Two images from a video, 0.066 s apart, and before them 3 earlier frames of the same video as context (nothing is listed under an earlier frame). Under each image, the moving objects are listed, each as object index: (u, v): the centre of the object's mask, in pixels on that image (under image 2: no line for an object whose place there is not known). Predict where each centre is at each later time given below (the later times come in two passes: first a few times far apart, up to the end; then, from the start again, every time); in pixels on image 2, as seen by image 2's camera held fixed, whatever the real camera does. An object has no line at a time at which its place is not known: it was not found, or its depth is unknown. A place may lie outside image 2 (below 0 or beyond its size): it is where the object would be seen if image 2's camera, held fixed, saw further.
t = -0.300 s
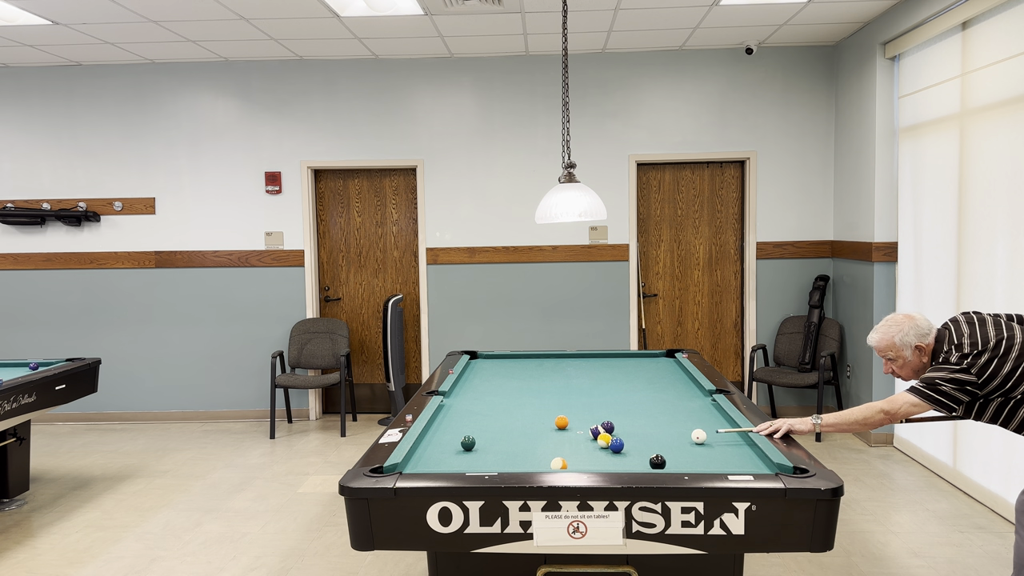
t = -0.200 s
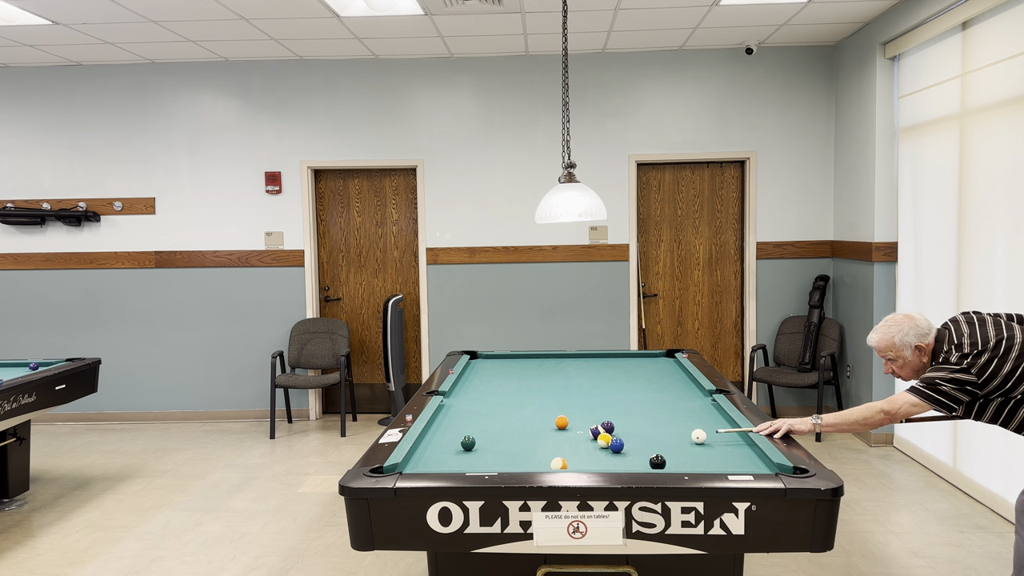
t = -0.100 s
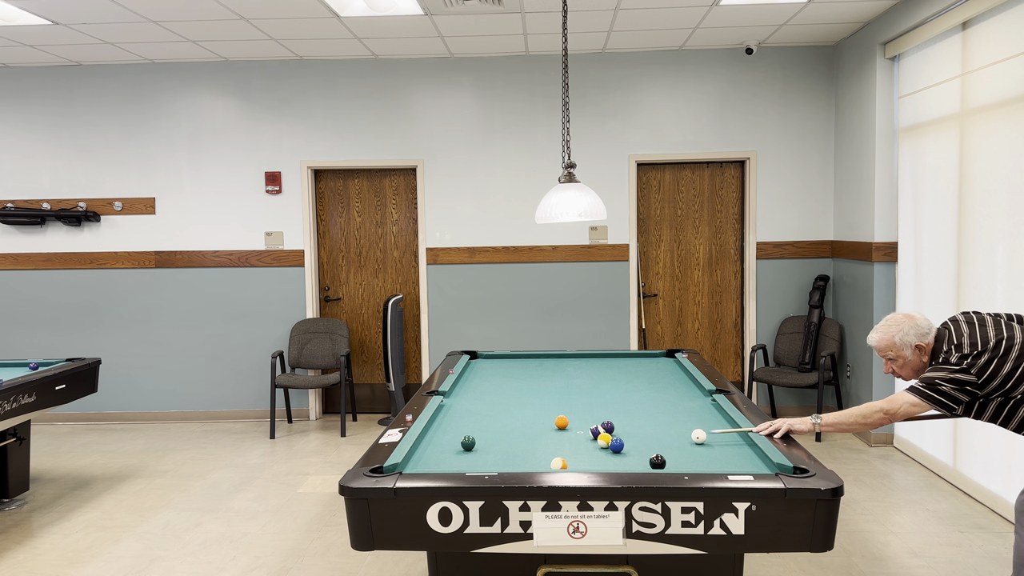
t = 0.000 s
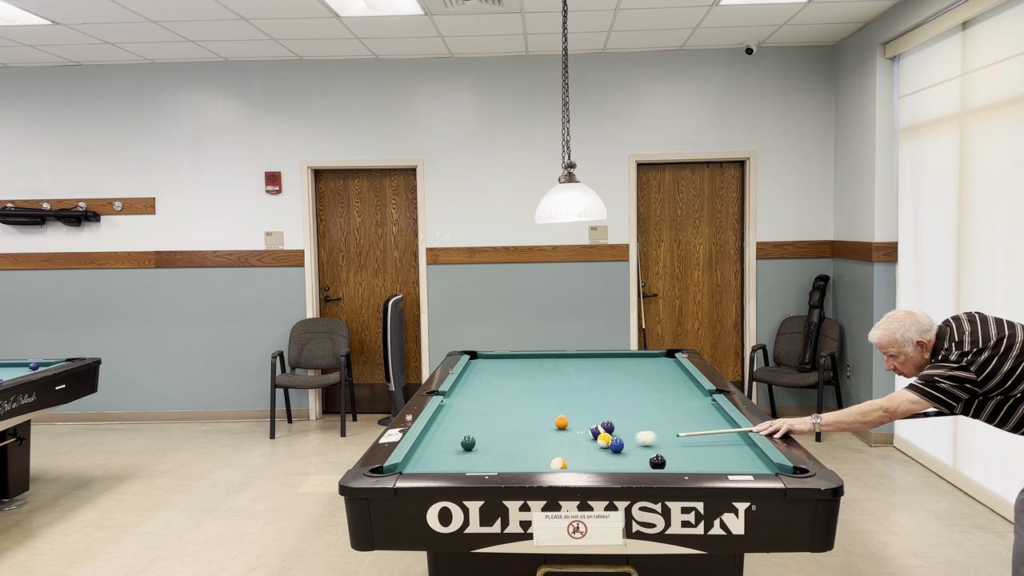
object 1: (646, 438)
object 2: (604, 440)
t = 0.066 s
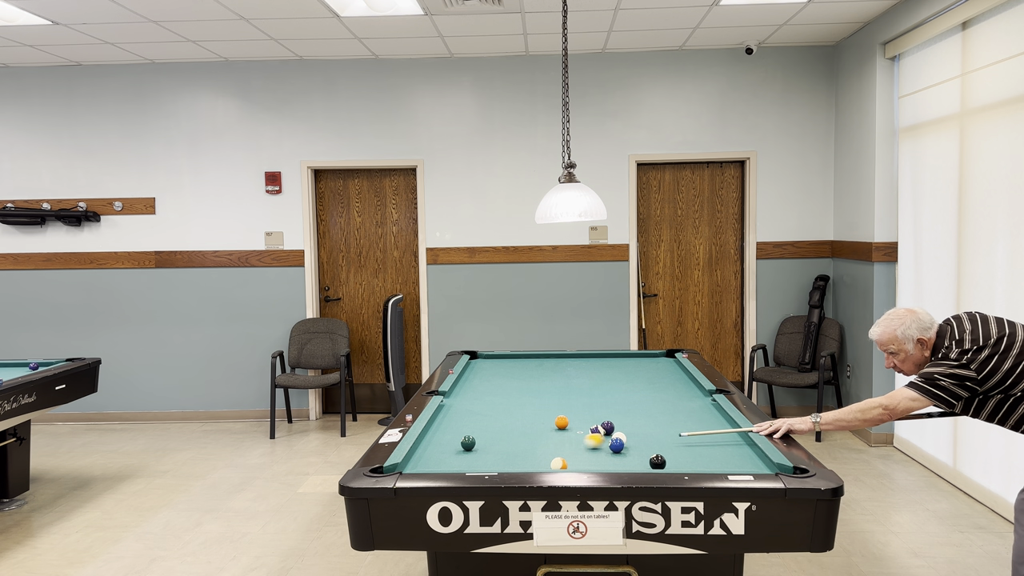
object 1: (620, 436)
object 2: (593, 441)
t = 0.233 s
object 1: (605, 438)
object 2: (512, 446)
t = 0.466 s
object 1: (574, 439)
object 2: (418, 452)
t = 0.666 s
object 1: (548, 439)
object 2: (455, 455)
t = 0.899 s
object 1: (519, 439)
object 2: (496, 458)
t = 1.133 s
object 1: (491, 439)
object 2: (537, 461)
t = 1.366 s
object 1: (464, 435)
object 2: (560, 460)
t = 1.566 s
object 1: (446, 437)
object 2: (576, 456)
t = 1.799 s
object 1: (426, 436)
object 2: (595, 453)
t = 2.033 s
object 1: (435, 435)
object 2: (611, 454)
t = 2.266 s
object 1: (446, 434)
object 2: (625, 453)
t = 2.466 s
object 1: (454, 433)
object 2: (636, 452)
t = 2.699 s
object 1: (462, 432)
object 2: (648, 450)
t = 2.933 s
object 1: (470, 432)
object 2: (659, 449)
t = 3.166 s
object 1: (476, 432)
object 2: (668, 449)
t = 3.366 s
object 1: (480, 432)
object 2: (675, 448)
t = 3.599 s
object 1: (484, 431)
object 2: (682, 448)
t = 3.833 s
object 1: (487, 431)
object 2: (688, 447)
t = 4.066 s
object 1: (488, 431)
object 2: (693, 447)
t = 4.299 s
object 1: (489, 431)
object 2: (696, 446)
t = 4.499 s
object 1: (489, 431)
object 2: (697, 446)
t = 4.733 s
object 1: (489, 431)
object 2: (698, 447)
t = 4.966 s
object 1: (489, 431)
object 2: (698, 447)
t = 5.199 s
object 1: (489, 431)
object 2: (698, 447)
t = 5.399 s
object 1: (489, 431)
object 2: (698, 447)
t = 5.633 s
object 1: (489, 431)
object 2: (698, 447)
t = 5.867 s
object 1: (489, 431)
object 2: (698, 447)
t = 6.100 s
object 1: (489, 431)
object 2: (698, 447)
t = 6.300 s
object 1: (489, 431)
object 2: (698, 447)
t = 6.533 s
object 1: (489, 431)
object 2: (698, 447)
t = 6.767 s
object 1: (489, 431)
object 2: (698, 447)
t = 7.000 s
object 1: (489, 431)
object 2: (698, 447)
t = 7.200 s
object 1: (489, 431)
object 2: (698, 447)
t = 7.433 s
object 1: (489, 431)
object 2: (698, 447)
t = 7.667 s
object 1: (489, 431)
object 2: (698, 447)
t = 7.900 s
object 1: (489, 431)
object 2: (698, 447)
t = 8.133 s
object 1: (489, 431)
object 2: (698, 447)
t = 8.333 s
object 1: (489, 431)
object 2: (698, 447)
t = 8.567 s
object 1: (489, 431)
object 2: (698, 447)
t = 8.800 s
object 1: (489, 431)
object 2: (698, 447)
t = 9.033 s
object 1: (489, 431)
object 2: (698, 447)
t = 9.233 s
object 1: (489, 431)
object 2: (698, 447)
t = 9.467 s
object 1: (489, 431)
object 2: (698, 447)
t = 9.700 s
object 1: (489, 431)
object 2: (698, 447)
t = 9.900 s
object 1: (489, 431)
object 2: (698, 447)
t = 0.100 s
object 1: (619, 436)
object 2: (576, 442)
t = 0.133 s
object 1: (616, 436)
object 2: (559, 443)
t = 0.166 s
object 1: (613, 436)
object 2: (543, 444)
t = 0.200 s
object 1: (609, 437)
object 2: (528, 444)
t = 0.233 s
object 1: (605, 438)
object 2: (512, 446)
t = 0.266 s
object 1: (602, 439)
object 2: (497, 447)
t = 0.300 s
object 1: (597, 438)
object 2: (483, 447)
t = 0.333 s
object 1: (592, 439)
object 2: (470, 448)
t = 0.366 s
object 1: (588, 438)
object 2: (457, 449)
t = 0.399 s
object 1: (583, 439)
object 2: (444, 450)
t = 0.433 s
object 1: (579, 438)
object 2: (431, 451)
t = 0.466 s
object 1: (574, 439)
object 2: (418, 452)
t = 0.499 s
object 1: (570, 439)
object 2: (418, 453)
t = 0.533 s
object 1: (565, 439)
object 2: (427, 453)
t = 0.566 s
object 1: (561, 439)
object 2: (434, 454)
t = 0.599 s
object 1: (557, 439)
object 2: (442, 454)
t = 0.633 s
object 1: (552, 439)
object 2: (449, 455)
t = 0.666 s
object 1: (548, 439)
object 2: (455, 455)
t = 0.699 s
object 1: (544, 439)
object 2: (461, 455)
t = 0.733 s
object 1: (540, 439)
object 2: (466, 456)
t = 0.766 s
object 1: (535, 439)
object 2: (472, 456)
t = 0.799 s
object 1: (531, 439)
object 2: (478, 457)
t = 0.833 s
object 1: (527, 439)
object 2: (484, 457)
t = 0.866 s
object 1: (523, 439)
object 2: (490, 458)
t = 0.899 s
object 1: (519, 439)
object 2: (496, 458)
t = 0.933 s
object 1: (514, 439)
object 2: (501, 458)
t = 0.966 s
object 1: (510, 439)
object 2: (507, 459)
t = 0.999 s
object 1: (506, 439)
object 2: (513, 459)
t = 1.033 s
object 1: (502, 439)
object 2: (519, 460)
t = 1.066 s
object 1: (498, 439)
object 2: (525, 460)
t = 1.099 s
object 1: (494, 439)
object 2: (531, 461)
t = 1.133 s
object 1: (491, 439)
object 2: (537, 461)
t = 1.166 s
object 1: (487, 439)
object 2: (542, 461)
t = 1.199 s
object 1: (483, 439)
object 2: (546, 461)
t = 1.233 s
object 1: (480, 439)
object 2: (549, 461)
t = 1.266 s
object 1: (478, 438)
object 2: (552, 460)
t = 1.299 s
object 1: (475, 437)
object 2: (555, 460)
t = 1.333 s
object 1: (470, 435)
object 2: (558, 460)
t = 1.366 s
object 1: (464, 435)
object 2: (560, 460)
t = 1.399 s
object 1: (460, 436)
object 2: (563, 459)
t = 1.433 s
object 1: (457, 437)
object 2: (565, 459)
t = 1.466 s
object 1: (455, 437)
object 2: (568, 458)
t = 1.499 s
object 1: (452, 438)
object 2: (571, 458)
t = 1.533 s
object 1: (449, 437)
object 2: (573, 457)
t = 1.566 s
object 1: (446, 437)
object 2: (576, 456)
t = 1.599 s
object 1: (443, 437)
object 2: (579, 456)
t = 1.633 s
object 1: (441, 437)
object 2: (581, 455)
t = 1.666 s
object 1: (438, 437)
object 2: (584, 455)
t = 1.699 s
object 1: (435, 437)
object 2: (587, 454)
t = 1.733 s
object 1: (432, 437)
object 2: (589, 454)
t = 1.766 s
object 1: (429, 436)
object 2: (592, 454)
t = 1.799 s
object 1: (426, 436)
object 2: (595, 453)
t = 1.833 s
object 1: (425, 436)
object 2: (598, 453)
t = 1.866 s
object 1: (427, 436)
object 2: (600, 453)
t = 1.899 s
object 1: (428, 436)
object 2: (603, 454)
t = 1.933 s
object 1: (430, 436)
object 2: (605, 454)
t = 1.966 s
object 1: (432, 436)
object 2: (607, 454)
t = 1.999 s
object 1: (434, 435)
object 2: (609, 454)
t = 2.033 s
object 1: (435, 435)
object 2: (611, 454)
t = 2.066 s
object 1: (437, 435)
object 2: (613, 454)
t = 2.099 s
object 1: (438, 435)
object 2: (615, 454)
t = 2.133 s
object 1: (440, 435)
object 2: (617, 454)
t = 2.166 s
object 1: (441, 435)
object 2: (620, 453)
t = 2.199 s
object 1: (443, 434)
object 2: (622, 453)
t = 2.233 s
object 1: (444, 434)
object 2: (624, 453)
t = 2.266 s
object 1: (446, 434)
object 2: (625, 453)
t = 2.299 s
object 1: (447, 434)
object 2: (627, 453)
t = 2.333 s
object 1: (448, 434)
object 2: (629, 453)
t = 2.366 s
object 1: (450, 434)
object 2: (631, 453)
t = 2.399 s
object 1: (451, 433)
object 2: (633, 452)
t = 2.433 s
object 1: (452, 433)
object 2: (634, 452)
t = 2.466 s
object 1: (454, 433)
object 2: (636, 452)
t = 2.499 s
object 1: (455, 433)
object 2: (638, 452)
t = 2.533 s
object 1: (456, 433)
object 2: (640, 451)
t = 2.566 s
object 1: (457, 433)
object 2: (642, 451)
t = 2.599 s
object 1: (459, 433)
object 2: (643, 451)
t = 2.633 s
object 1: (460, 432)
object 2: (645, 451)
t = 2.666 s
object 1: (461, 432)
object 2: (646, 451)
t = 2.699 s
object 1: (462, 432)
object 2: (648, 450)
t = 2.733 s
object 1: (464, 432)
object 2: (649, 450)
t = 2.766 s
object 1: (465, 432)
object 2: (651, 450)
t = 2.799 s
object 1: (466, 432)
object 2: (653, 449)
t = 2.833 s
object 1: (467, 432)
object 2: (654, 449)
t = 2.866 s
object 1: (468, 432)
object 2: (656, 449)
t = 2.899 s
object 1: (469, 432)
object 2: (657, 449)
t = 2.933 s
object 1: (470, 432)
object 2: (659, 449)
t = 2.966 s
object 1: (471, 432)
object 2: (660, 449)
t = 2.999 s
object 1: (472, 432)
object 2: (662, 449)
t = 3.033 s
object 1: (472, 432)
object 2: (663, 449)
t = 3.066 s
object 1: (473, 432)
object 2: (664, 449)
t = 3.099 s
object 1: (474, 432)
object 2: (666, 449)
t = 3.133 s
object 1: (475, 432)
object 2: (667, 449)
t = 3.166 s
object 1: (476, 432)
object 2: (668, 449)
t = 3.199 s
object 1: (477, 432)
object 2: (670, 449)
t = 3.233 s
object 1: (477, 432)
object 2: (671, 449)
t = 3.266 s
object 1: (478, 432)
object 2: (672, 449)
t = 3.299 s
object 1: (479, 432)
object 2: (673, 448)
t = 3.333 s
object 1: (480, 432)
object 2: (674, 448)
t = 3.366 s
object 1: (480, 432)
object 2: (675, 448)
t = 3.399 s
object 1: (481, 431)
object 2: (676, 448)
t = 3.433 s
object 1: (481, 431)
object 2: (677, 448)
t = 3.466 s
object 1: (482, 431)
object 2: (678, 448)
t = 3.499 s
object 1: (483, 431)
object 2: (679, 448)
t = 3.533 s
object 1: (483, 431)
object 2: (680, 448)
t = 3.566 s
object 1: (484, 431)
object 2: (681, 448)
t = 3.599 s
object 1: (484, 431)
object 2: (682, 448)
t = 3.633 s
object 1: (485, 431)
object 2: (683, 448)
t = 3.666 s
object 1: (485, 431)
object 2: (684, 447)
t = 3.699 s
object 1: (486, 431)
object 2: (685, 447)
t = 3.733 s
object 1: (486, 431)
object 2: (686, 447)
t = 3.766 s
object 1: (486, 431)
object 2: (686, 447)
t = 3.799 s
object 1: (487, 431)
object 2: (687, 447)
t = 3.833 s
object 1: (487, 431)
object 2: (688, 447)
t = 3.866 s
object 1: (487, 431)
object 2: (689, 447)
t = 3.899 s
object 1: (487, 431)
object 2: (689, 447)
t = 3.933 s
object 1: (488, 431)
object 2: (690, 447)
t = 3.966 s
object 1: (488, 431)
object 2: (691, 447)
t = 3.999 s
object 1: (488, 431)
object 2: (691, 447)
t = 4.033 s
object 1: (488, 431)
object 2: (692, 447)
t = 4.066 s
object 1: (488, 431)
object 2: (693, 447)
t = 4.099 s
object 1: (488, 431)
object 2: (693, 447)
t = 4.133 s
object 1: (489, 431)
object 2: (694, 447)
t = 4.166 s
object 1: (489, 431)
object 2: (694, 446)
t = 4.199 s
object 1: (489, 431)
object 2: (695, 446)
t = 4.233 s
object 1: (489, 431)
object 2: (695, 446)
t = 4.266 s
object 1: (489, 431)
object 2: (695, 446)
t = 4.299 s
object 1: (489, 431)
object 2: (696, 446)
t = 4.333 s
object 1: (489, 431)
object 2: (696, 446)
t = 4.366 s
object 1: (489, 431)
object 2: (696, 446)
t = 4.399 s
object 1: (489, 431)
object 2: (697, 446)
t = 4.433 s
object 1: (489, 431)
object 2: (697, 446)
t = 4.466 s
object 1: (489, 431)
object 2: (697, 446)
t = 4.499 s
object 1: (489, 431)
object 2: (697, 446)
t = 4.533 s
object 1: (489, 431)
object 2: (698, 446)
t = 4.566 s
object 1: (489, 431)
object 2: (698, 446)
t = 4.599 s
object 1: (489, 431)
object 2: (698, 446)
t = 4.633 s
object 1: (489, 431)
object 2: (698, 447)
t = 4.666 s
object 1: (489, 431)
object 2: (698, 447)
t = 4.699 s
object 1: (489, 431)
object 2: (698, 446)
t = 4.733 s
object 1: (489, 431)
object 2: (698, 447)
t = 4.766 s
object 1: (489, 431)
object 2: (698, 447)
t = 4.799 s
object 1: (489, 431)
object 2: (698, 447)
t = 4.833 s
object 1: (489, 431)
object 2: (698, 447)
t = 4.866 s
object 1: (489, 431)
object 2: (698, 447)
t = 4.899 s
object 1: (489, 431)
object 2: (698, 447)
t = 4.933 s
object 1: (489, 431)
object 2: (699, 447)
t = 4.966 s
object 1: (489, 431)
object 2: (698, 447)
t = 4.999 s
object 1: (489, 431)
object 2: (699, 447)
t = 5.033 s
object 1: (489, 431)
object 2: (698, 447)
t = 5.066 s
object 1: (489, 431)
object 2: (698, 447)
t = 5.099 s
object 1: (489, 431)
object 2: (698, 447)
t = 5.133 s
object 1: (489, 431)
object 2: (698, 447)
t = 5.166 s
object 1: (489, 431)
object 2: (698, 447)
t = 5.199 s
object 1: (489, 431)
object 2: (698, 447)
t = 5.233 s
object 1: (489, 431)
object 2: (698, 447)
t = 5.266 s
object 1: (489, 431)
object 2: (698, 447)
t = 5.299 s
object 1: (489, 431)
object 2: (698, 447)
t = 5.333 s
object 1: (489, 431)
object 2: (698, 447)
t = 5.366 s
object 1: (489, 431)
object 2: (698, 447)
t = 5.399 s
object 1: (489, 431)
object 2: (698, 447)
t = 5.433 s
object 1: (489, 431)
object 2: (698, 447)
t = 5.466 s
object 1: (489, 431)
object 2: (698, 447)
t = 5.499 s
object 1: (489, 431)
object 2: (698, 447)
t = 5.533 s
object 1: (489, 431)
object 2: (698, 447)
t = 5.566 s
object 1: (489, 431)
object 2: (698, 447)
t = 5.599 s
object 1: (489, 431)
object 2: (698, 447)
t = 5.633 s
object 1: (489, 431)
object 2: (698, 447)
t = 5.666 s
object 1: (489, 431)
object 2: (698, 447)
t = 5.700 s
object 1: (489, 431)
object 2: (698, 447)
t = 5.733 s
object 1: (489, 431)
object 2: (698, 447)
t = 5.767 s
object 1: (489, 431)
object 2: (698, 447)
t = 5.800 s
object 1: (489, 431)
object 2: (698, 447)
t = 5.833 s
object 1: (489, 431)
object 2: (698, 447)
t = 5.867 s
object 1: (489, 431)
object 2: (698, 447)
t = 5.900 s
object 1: (489, 431)
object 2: (698, 447)
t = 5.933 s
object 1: (489, 431)
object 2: (698, 447)
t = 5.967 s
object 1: (489, 431)
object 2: (698, 447)
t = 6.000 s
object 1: (489, 431)
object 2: (698, 447)
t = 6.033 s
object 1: (489, 431)
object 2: (698, 447)
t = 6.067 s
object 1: (489, 431)
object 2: (698, 447)
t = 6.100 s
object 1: (489, 431)
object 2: (698, 447)
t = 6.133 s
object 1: (489, 431)
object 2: (698, 447)
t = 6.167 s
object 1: (489, 431)
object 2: (698, 447)
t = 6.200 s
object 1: (489, 431)
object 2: (698, 447)
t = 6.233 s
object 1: (489, 431)
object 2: (698, 447)
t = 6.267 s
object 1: (489, 431)
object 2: (698, 447)
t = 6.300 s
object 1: (489, 431)
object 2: (698, 447)
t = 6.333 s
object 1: (489, 431)
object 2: (698, 447)
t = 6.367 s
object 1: (489, 431)
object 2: (698, 447)
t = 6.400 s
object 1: (489, 431)
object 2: (698, 447)
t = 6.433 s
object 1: (489, 431)
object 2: (698, 447)
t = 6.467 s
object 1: (489, 431)
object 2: (698, 447)
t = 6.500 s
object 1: (489, 431)
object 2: (698, 447)
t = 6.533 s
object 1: (489, 431)
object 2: (698, 447)
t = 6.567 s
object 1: (489, 431)
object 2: (698, 447)
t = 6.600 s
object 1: (489, 431)
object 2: (698, 447)
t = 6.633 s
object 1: (489, 431)
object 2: (698, 447)
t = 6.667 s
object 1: (489, 431)
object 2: (698, 447)
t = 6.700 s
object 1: (489, 431)
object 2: (698, 447)
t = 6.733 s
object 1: (489, 431)
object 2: (698, 447)
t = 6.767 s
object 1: (489, 431)
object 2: (698, 447)
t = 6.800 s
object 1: (489, 431)
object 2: (698, 447)
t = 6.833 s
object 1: (489, 431)
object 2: (698, 447)
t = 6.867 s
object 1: (489, 431)
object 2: (698, 447)
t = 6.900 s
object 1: (489, 431)
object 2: (698, 447)
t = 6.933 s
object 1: (489, 431)
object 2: (698, 447)
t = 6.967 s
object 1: (489, 431)
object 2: (698, 447)
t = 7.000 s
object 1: (489, 431)
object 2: (698, 447)
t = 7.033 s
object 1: (489, 431)
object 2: (698, 447)
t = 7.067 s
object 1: (489, 431)
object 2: (698, 447)
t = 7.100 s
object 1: (489, 431)
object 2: (698, 447)
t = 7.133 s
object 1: (489, 431)
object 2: (698, 447)
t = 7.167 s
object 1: (489, 431)
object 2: (698, 447)
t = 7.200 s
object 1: (489, 431)
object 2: (698, 447)
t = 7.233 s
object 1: (489, 431)
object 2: (698, 447)
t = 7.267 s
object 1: (489, 431)
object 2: (698, 447)
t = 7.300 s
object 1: (489, 431)
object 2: (698, 447)
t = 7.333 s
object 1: (489, 431)
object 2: (698, 447)
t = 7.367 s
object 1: (489, 431)
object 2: (698, 446)
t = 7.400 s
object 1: (489, 431)
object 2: (698, 447)
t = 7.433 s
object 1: (489, 431)
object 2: (698, 447)
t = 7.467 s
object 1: (489, 431)
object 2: (698, 447)
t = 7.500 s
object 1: (489, 431)
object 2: (698, 447)
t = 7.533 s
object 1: (489, 431)
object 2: (698, 447)
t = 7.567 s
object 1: (489, 431)
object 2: (698, 447)
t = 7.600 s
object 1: (489, 431)
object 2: (698, 447)
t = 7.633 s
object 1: (489, 431)
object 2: (698, 447)
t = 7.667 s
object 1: (489, 431)
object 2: (698, 447)
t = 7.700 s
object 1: (489, 431)
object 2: (698, 447)
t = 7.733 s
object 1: (489, 431)
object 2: (698, 447)
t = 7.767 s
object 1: (489, 431)
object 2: (698, 447)
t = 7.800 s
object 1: (489, 431)
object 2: (698, 447)
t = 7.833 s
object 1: (489, 431)
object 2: (698, 447)
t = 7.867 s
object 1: (489, 431)
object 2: (698, 447)
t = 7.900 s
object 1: (489, 431)
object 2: (698, 447)
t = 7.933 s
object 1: (489, 431)
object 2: (698, 447)
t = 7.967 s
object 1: (489, 431)
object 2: (698, 447)
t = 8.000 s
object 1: (489, 431)
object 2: (698, 447)
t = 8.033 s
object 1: (489, 431)
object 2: (698, 447)
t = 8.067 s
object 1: (489, 431)
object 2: (698, 447)
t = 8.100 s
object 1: (489, 431)
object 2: (698, 447)
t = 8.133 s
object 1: (489, 431)
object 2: (698, 447)
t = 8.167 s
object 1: (489, 431)
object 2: (698, 447)
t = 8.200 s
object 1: (489, 431)
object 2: (698, 447)
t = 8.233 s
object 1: (489, 431)
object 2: (698, 447)
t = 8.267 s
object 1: (489, 431)
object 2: (698, 447)
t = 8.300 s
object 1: (489, 431)
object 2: (698, 447)
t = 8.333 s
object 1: (489, 431)
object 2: (698, 447)
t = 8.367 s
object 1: (489, 431)
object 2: (698, 447)
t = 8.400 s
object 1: (489, 431)
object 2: (698, 447)
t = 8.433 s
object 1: (489, 431)
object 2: (698, 447)
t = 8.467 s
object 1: (489, 431)
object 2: (698, 447)
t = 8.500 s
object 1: (489, 431)
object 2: (698, 447)
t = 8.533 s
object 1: (489, 431)
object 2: (698, 447)
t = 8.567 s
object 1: (489, 431)
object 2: (698, 447)
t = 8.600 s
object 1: (489, 431)
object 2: (698, 447)
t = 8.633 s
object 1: (489, 431)
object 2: (698, 446)
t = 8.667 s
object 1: (489, 431)
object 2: (698, 447)
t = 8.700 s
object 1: (489, 431)
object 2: (698, 447)
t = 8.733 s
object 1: (489, 431)
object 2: (698, 447)
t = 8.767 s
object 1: (489, 431)
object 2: (698, 447)
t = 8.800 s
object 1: (489, 431)
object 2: (698, 447)
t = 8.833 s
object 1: (489, 431)
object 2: (698, 447)
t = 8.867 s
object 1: (489, 431)
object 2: (698, 447)
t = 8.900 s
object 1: (489, 431)
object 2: (698, 447)
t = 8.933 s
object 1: (489, 431)
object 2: (698, 447)
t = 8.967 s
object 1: (489, 431)
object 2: (698, 447)
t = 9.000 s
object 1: (489, 431)
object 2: (698, 447)
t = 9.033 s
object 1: (489, 431)
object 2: (698, 447)
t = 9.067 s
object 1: (489, 431)
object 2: (698, 447)
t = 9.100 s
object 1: (489, 431)
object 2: (698, 447)
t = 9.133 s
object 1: (489, 431)
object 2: (698, 447)
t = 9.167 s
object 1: (489, 431)
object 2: (698, 447)
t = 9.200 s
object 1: (489, 431)
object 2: (698, 447)
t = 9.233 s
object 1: (489, 431)
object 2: (698, 447)
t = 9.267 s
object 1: (489, 431)
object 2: (698, 447)
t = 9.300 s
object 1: (489, 431)
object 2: (698, 447)
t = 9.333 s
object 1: (489, 431)
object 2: (698, 447)
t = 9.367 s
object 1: (489, 431)
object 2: (698, 447)
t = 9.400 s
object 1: (489, 431)
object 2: (698, 447)
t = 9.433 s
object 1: (489, 431)
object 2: (698, 447)
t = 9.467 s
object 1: (489, 431)
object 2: (698, 447)
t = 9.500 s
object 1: (489, 431)
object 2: (698, 447)
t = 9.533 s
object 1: (489, 431)
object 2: (698, 447)
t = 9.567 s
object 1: (489, 431)
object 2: (698, 447)
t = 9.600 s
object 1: (489, 431)
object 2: (698, 447)
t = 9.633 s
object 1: (489, 431)
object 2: (698, 447)
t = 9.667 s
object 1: (489, 431)
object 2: (698, 447)
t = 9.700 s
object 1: (489, 431)
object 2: (698, 447)
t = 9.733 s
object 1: (489, 431)
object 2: (698, 447)
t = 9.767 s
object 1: (489, 431)
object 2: (698, 447)
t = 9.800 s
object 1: (489, 431)
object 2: (698, 447)
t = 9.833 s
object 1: (489, 431)
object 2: (698, 447)
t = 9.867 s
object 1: (489, 431)
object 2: (698, 447)
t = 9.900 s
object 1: (489, 431)
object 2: (698, 447)
